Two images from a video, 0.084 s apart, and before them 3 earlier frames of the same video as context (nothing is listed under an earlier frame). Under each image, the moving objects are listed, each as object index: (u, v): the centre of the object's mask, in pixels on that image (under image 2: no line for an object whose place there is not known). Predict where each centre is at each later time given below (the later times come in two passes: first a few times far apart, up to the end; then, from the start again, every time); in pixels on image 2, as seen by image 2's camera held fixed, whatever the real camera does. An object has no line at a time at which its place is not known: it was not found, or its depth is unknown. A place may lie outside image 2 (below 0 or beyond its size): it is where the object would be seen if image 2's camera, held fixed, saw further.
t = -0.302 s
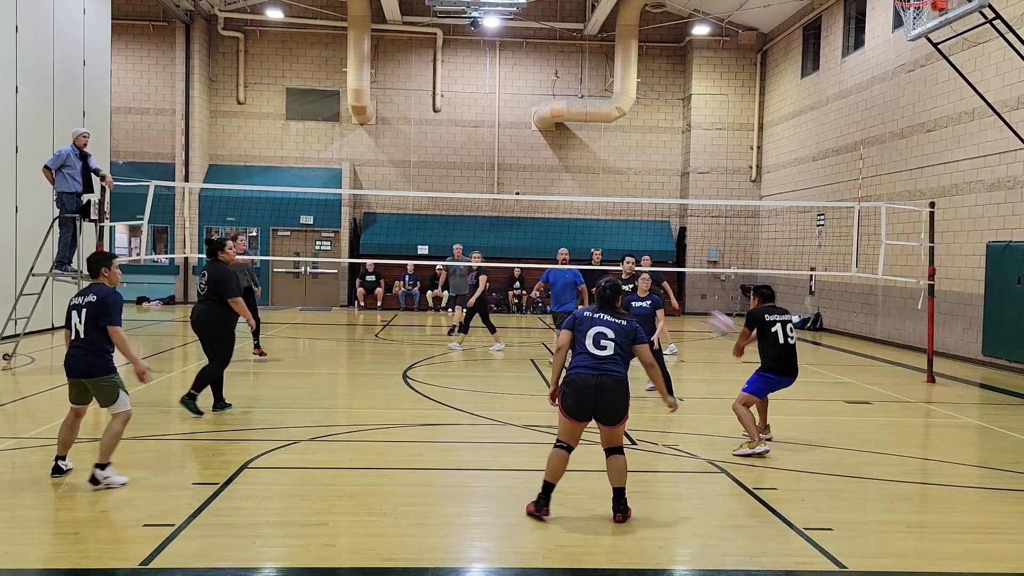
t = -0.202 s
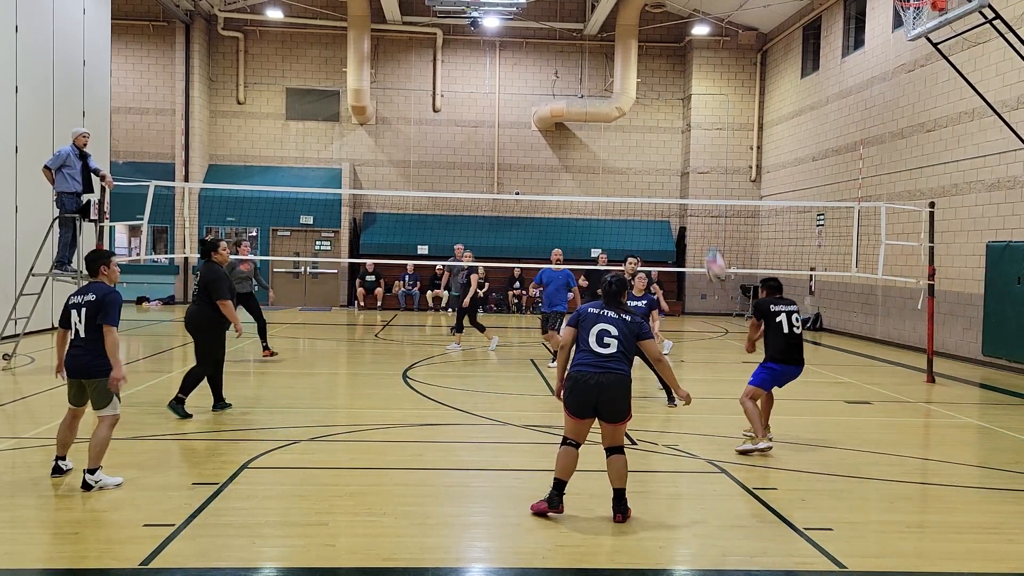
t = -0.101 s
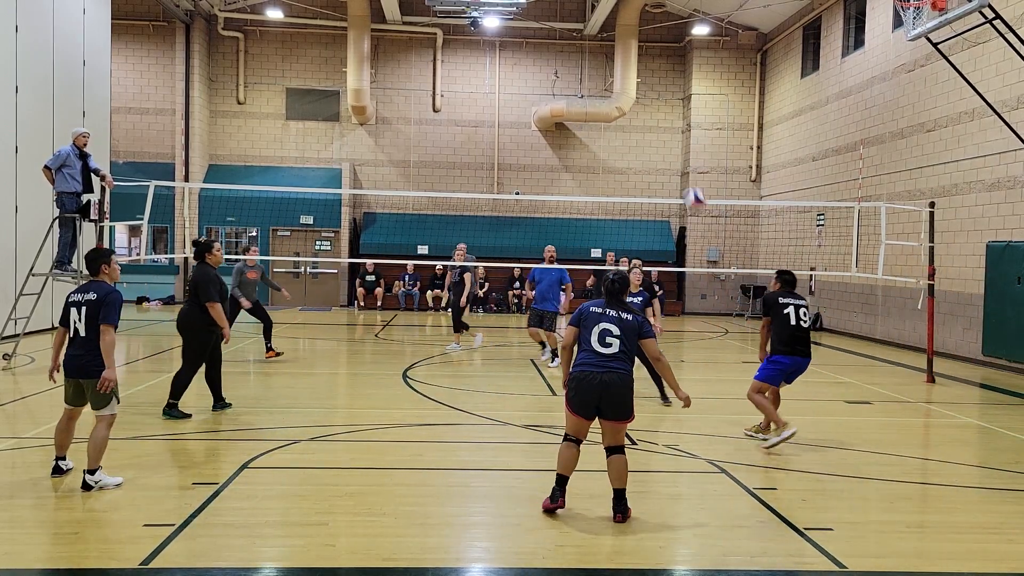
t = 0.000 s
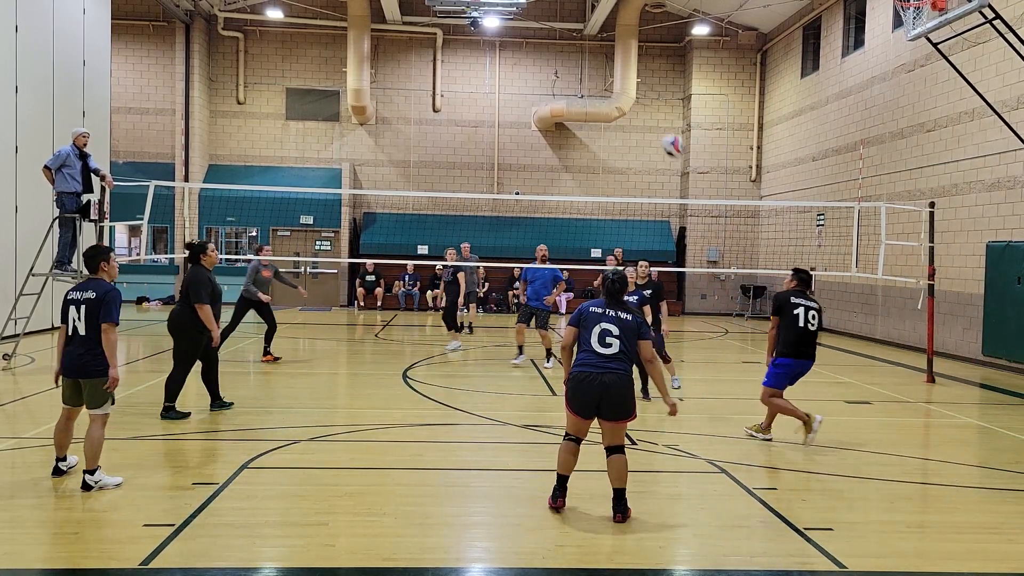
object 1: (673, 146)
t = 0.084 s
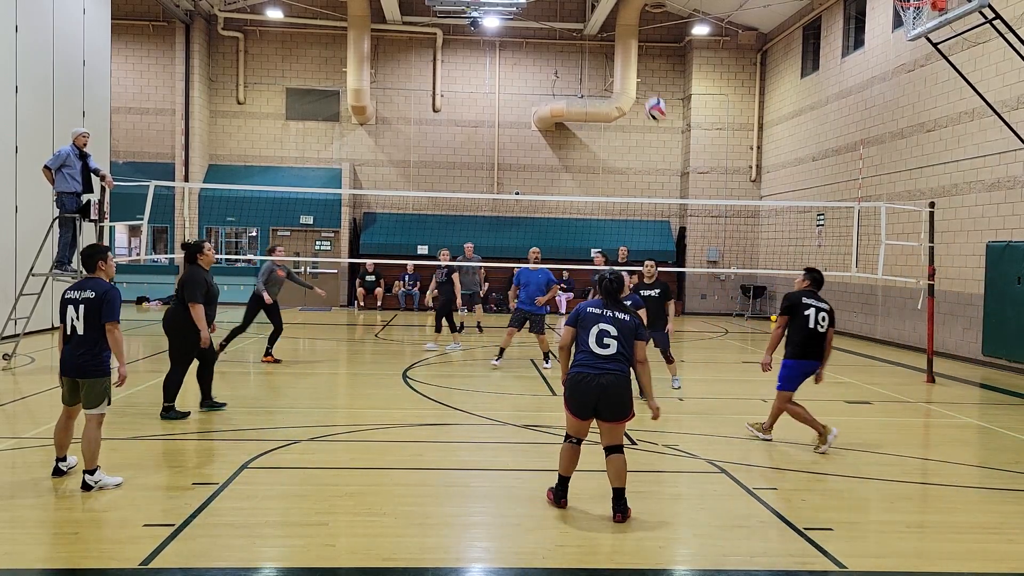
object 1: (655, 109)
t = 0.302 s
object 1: (610, 50)
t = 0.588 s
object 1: (552, 45)
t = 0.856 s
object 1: (499, 110)
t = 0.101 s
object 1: (652, 102)
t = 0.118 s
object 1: (648, 96)
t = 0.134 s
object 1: (645, 90)
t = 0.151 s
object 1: (642, 85)
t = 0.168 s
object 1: (638, 80)
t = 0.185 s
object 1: (635, 75)
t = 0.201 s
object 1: (632, 71)
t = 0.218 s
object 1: (628, 67)
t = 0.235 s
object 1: (623, 62)
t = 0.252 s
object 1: (620, 58)
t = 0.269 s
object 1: (616, 55)
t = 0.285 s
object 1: (613, 52)
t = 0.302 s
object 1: (610, 50)
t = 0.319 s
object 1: (606, 47)
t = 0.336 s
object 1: (603, 45)
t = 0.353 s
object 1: (600, 43)
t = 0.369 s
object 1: (597, 42)
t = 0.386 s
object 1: (593, 40)
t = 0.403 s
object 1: (590, 39)
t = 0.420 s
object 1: (586, 38)
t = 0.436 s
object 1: (583, 38)
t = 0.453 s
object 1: (579, 37)
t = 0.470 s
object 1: (576, 37)
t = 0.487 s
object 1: (573, 38)
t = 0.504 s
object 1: (569, 39)
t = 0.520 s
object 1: (566, 39)
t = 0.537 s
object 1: (562, 40)
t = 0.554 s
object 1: (559, 42)
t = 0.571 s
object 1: (556, 43)
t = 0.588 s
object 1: (552, 45)
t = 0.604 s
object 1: (549, 47)
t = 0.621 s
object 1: (546, 50)
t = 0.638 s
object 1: (542, 52)
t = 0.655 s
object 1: (539, 55)
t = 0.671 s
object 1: (536, 58)
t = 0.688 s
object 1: (532, 62)
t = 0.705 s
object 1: (529, 65)
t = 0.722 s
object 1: (526, 69)
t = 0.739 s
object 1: (522, 73)
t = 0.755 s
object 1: (519, 77)
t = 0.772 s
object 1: (516, 83)
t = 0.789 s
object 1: (512, 87)
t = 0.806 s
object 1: (510, 94)
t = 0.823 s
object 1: (506, 99)
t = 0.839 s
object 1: (503, 104)
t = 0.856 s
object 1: (499, 110)
